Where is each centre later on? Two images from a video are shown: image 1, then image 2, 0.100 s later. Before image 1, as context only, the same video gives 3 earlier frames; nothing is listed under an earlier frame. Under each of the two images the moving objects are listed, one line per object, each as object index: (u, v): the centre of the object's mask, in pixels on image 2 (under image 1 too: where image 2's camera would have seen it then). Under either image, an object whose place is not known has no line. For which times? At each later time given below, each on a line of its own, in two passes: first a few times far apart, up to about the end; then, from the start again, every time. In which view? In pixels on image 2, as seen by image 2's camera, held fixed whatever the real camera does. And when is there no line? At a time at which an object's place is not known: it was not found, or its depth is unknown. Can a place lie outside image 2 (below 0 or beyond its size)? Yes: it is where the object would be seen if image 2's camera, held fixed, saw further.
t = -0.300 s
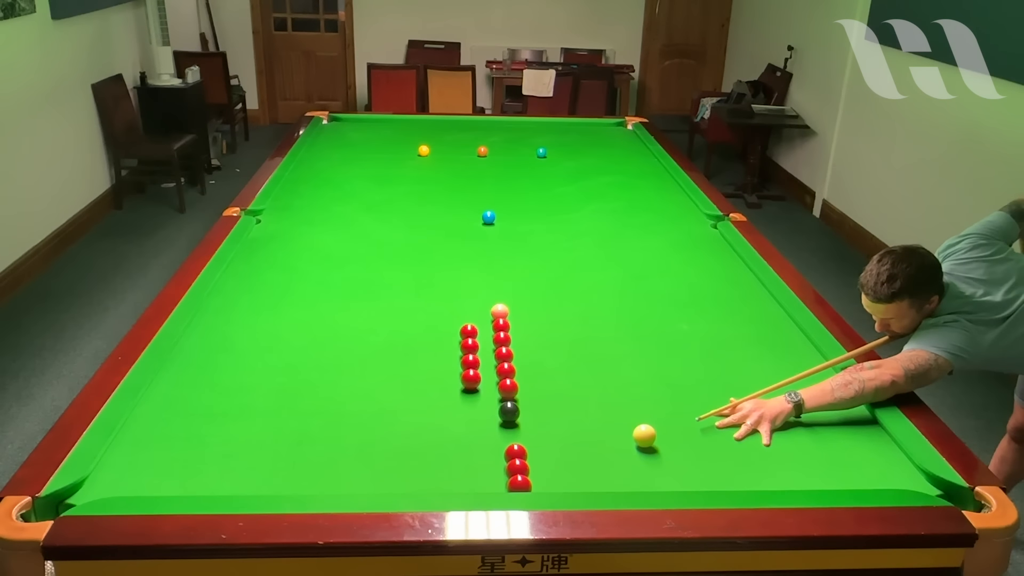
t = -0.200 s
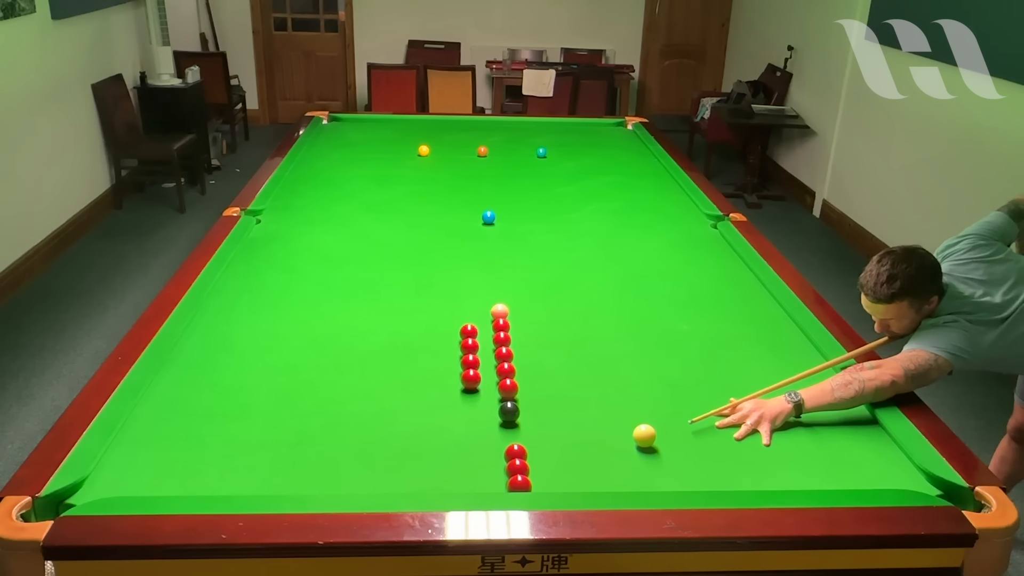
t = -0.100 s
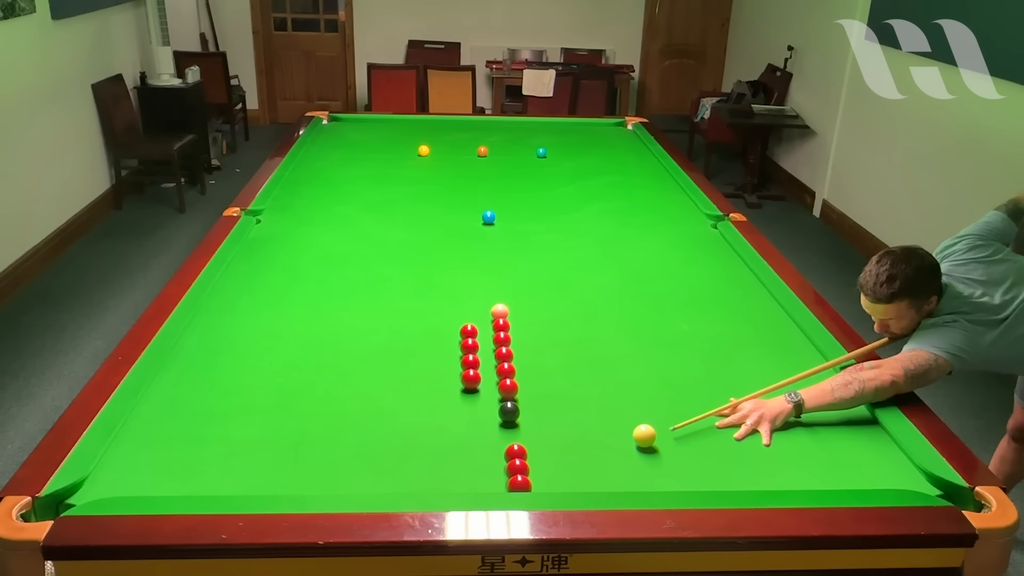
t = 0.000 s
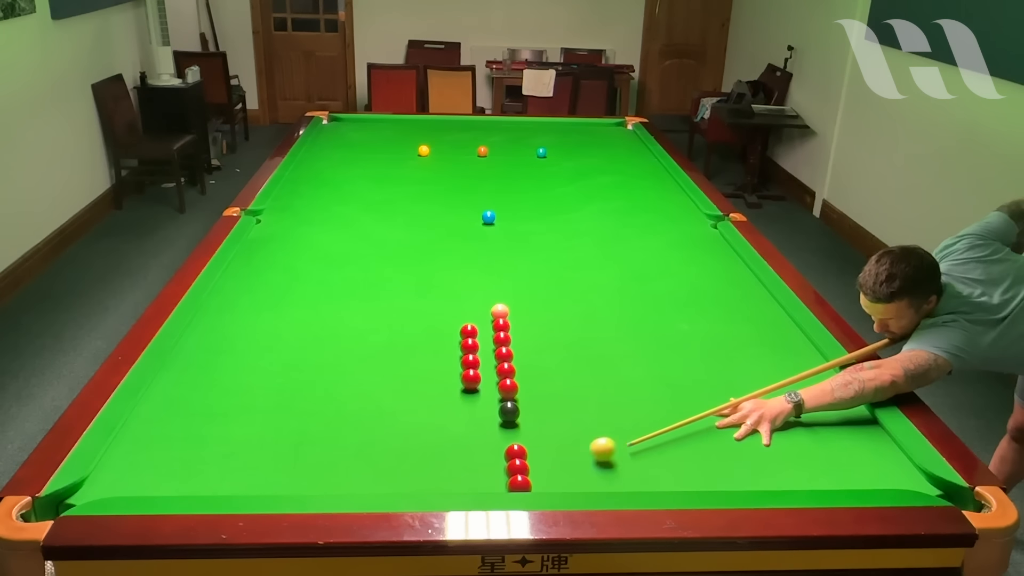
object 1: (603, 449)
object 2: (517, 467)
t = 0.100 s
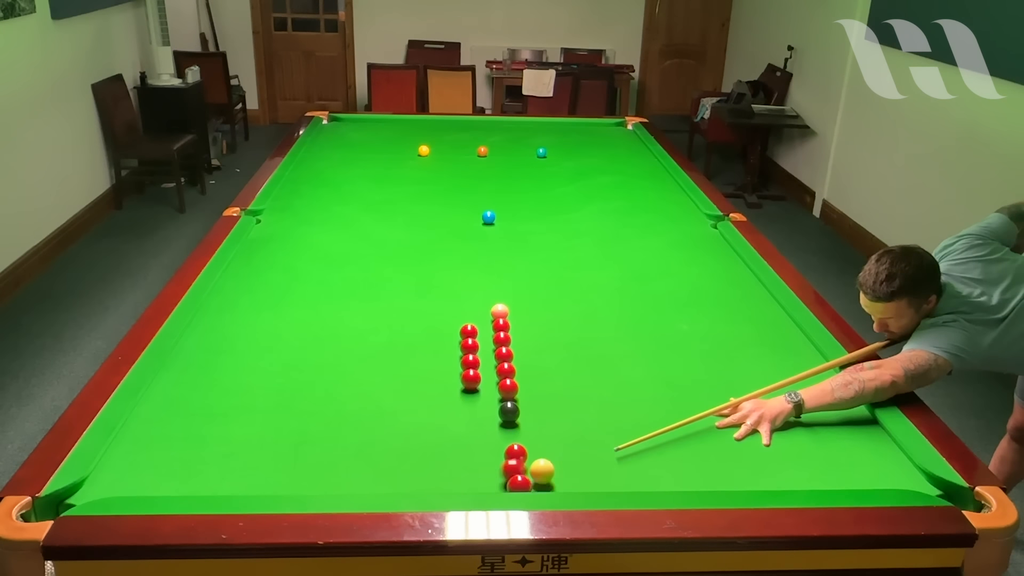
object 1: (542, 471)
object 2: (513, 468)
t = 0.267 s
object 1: (548, 482)
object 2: (410, 475)
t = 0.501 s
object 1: (558, 468)
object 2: (290, 481)
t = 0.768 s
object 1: (569, 452)
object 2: (153, 486)
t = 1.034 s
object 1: (578, 439)
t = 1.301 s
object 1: (586, 427)
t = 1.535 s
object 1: (592, 419)
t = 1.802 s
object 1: (599, 410)
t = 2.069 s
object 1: (604, 403)
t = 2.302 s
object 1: (608, 397)
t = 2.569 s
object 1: (612, 392)
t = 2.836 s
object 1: (616, 389)
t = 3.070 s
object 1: (618, 386)
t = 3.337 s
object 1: (621, 384)
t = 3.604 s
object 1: (621, 383)
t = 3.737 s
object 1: (622, 383)
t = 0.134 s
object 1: (543, 477)
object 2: (490, 472)
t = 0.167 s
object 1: (544, 481)
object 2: (469, 472)
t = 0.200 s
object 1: (545, 483)
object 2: (448, 473)
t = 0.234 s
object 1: (546, 484)
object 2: (429, 474)
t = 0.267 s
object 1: (548, 482)
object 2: (410, 475)
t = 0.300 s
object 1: (550, 480)
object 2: (392, 477)
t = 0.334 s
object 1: (551, 479)
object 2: (375, 478)
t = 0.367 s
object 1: (553, 477)
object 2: (358, 478)
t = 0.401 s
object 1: (554, 474)
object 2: (341, 479)
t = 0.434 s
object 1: (556, 472)
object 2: (324, 480)
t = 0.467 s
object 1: (557, 470)
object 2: (307, 480)
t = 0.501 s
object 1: (558, 468)
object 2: (290, 481)
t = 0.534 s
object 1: (560, 466)
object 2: (273, 482)
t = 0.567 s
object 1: (561, 464)
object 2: (256, 482)
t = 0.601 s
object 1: (563, 462)
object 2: (239, 483)
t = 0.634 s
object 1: (564, 460)
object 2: (222, 483)
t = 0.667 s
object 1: (565, 458)
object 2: (205, 484)
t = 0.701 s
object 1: (566, 456)
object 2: (187, 485)
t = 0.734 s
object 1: (568, 454)
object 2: (170, 485)
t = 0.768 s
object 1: (569, 452)
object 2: (153, 486)
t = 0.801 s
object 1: (570, 451)
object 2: (135, 486)
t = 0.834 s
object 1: (571, 449)
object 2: (118, 487)
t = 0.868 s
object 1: (572, 447)
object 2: (100, 489)
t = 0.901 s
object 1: (574, 445)
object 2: (83, 491)
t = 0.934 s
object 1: (575, 444)
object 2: (76, 495)
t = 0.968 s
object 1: (576, 442)
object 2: (73, 502)
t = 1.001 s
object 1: (577, 440)
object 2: (64, 506)
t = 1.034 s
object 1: (578, 439)
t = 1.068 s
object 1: (579, 437)
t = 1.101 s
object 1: (580, 436)
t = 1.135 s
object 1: (581, 434)
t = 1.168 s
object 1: (582, 433)
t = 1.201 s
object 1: (583, 431)
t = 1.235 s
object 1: (584, 430)
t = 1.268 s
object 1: (585, 428)
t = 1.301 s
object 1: (586, 427)
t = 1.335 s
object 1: (587, 426)
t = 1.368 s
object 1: (588, 424)
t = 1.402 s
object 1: (589, 423)
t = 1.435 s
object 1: (589, 422)
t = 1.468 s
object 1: (590, 421)
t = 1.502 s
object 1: (591, 420)
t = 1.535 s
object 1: (592, 419)
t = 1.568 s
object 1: (593, 418)
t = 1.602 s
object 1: (594, 417)
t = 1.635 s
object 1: (595, 415)
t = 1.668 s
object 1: (595, 414)
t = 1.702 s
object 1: (596, 413)
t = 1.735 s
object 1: (597, 412)
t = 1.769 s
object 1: (598, 411)
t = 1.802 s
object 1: (599, 410)
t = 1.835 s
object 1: (599, 409)
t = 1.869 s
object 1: (600, 408)
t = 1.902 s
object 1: (601, 407)
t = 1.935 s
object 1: (601, 406)
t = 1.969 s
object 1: (602, 405)
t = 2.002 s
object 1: (603, 404)
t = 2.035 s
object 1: (603, 404)
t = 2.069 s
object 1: (604, 403)
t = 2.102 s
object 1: (605, 402)
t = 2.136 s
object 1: (605, 401)
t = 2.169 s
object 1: (606, 400)
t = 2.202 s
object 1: (606, 399)
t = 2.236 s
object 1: (607, 399)
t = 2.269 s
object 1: (608, 398)
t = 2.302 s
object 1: (608, 397)
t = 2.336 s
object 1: (609, 397)
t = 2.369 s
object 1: (609, 396)
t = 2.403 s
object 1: (610, 395)
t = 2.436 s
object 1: (610, 395)
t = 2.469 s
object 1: (611, 394)
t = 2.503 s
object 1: (611, 394)
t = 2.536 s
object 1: (612, 393)
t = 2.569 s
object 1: (612, 392)
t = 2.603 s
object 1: (613, 392)
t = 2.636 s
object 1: (613, 391)
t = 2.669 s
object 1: (614, 391)
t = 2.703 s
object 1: (614, 390)
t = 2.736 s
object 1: (615, 390)
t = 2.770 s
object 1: (615, 390)
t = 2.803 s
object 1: (616, 389)
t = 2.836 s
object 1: (616, 389)
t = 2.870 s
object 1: (616, 388)
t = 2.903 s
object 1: (617, 388)
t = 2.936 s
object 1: (617, 388)
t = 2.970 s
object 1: (617, 387)
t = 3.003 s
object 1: (618, 387)
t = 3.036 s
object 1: (618, 387)
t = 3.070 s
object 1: (618, 386)
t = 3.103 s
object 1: (619, 386)
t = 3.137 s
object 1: (619, 386)
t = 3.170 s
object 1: (619, 386)
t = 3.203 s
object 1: (620, 385)
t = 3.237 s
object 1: (620, 385)
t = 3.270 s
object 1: (620, 385)
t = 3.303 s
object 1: (620, 384)
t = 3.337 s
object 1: (621, 384)
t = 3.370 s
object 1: (621, 384)
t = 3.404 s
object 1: (621, 384)
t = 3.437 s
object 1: (621, 384)
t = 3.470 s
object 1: (621, 384)
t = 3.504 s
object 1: (621, 384)
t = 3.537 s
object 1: (621, 383)
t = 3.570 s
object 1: (621, 383)
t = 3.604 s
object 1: (621, 383)
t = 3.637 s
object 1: (621, 383)
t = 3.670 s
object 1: (622, 383)
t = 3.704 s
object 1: (622, 383)
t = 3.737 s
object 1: (622, 383)
